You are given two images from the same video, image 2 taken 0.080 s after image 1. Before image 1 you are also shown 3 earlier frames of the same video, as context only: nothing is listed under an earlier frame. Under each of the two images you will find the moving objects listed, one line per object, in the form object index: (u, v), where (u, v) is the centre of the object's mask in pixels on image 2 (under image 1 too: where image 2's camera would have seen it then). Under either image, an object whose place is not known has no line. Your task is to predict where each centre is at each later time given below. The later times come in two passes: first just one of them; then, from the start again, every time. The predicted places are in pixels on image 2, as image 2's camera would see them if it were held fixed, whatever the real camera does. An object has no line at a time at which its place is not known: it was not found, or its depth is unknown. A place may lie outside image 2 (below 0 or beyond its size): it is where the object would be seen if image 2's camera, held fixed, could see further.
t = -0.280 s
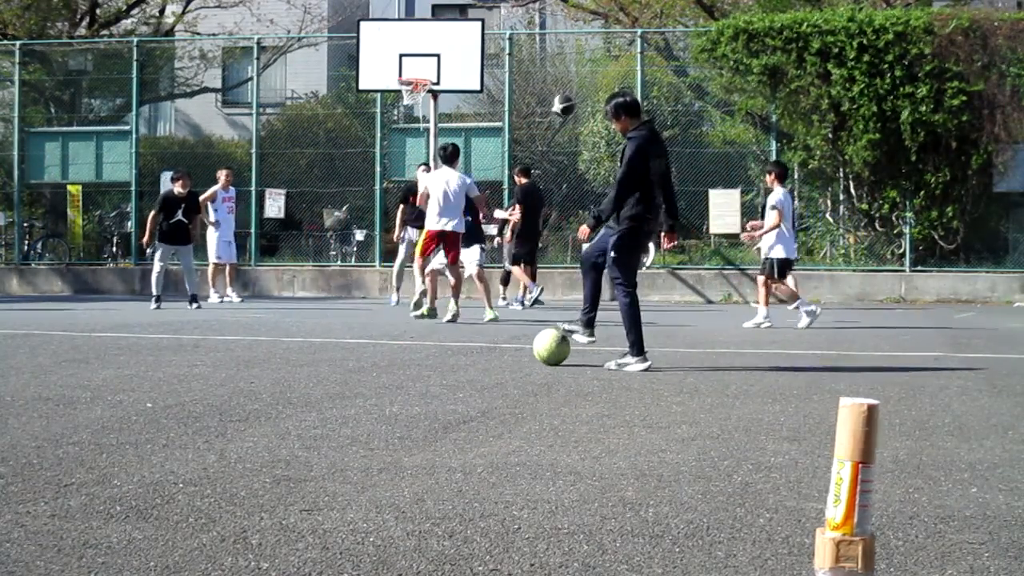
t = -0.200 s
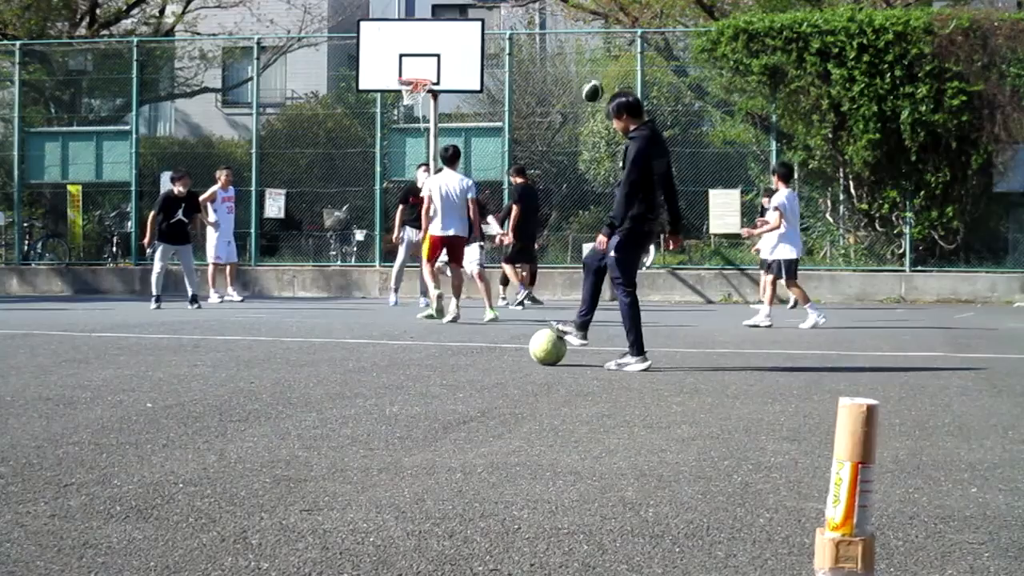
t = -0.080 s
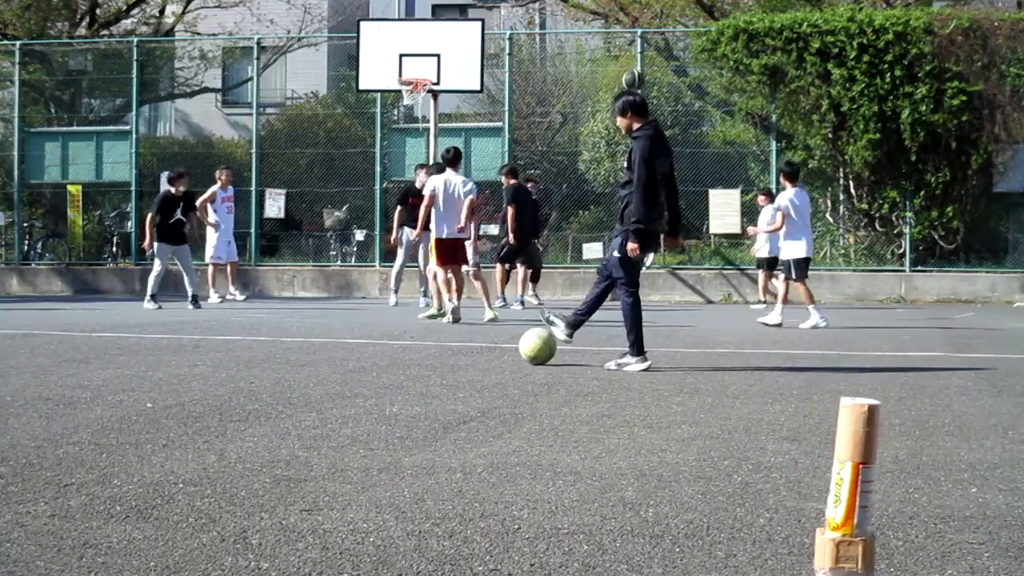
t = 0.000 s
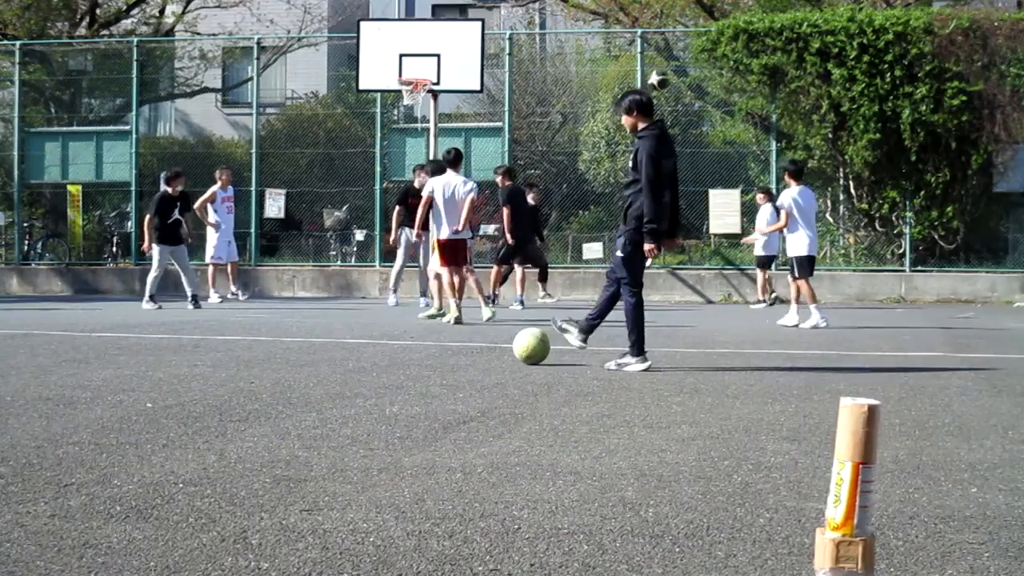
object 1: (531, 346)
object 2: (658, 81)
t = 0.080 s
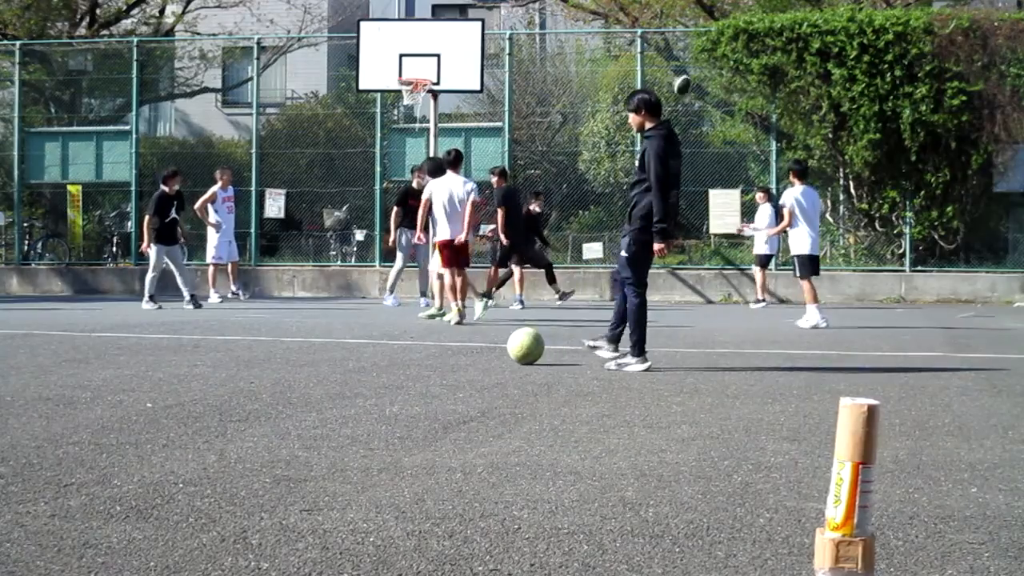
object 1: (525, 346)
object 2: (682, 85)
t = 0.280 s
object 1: (513, 345)
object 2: (738, 118)
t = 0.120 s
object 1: (523, 346)
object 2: (695, 91)
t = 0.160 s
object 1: (520, 346)
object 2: (706, 95)
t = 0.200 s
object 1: (518, 345)
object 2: (717, 100)
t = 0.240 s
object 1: (515, 345)
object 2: (727, 109)
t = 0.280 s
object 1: (513, 345)
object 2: (738, 118)
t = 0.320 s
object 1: (511, 345)
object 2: (750, 125)
